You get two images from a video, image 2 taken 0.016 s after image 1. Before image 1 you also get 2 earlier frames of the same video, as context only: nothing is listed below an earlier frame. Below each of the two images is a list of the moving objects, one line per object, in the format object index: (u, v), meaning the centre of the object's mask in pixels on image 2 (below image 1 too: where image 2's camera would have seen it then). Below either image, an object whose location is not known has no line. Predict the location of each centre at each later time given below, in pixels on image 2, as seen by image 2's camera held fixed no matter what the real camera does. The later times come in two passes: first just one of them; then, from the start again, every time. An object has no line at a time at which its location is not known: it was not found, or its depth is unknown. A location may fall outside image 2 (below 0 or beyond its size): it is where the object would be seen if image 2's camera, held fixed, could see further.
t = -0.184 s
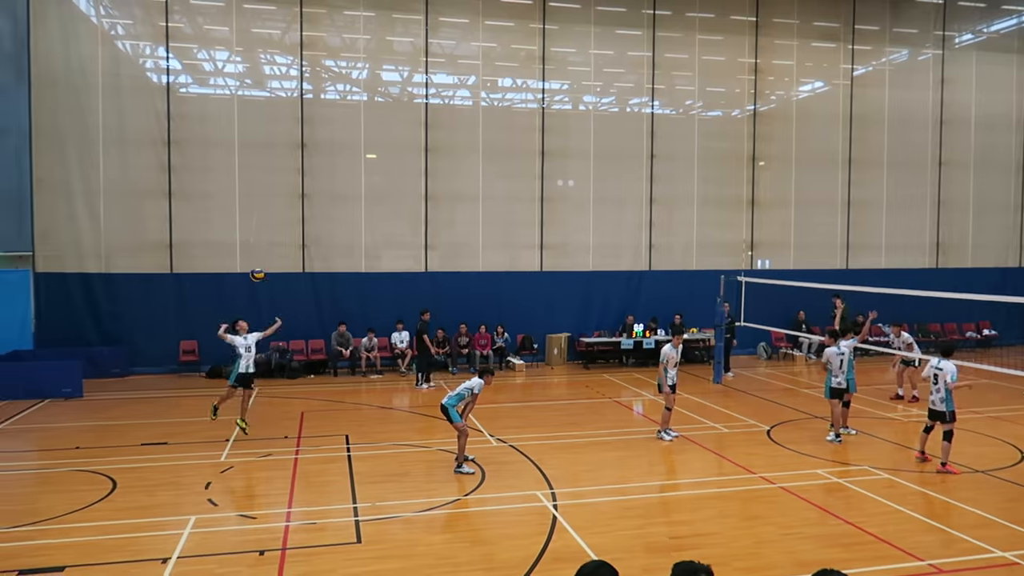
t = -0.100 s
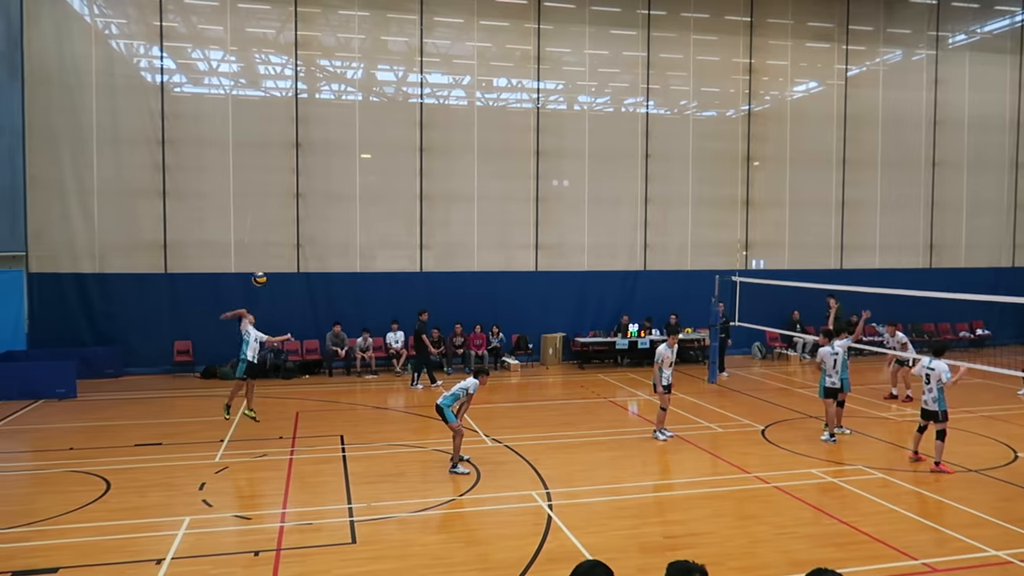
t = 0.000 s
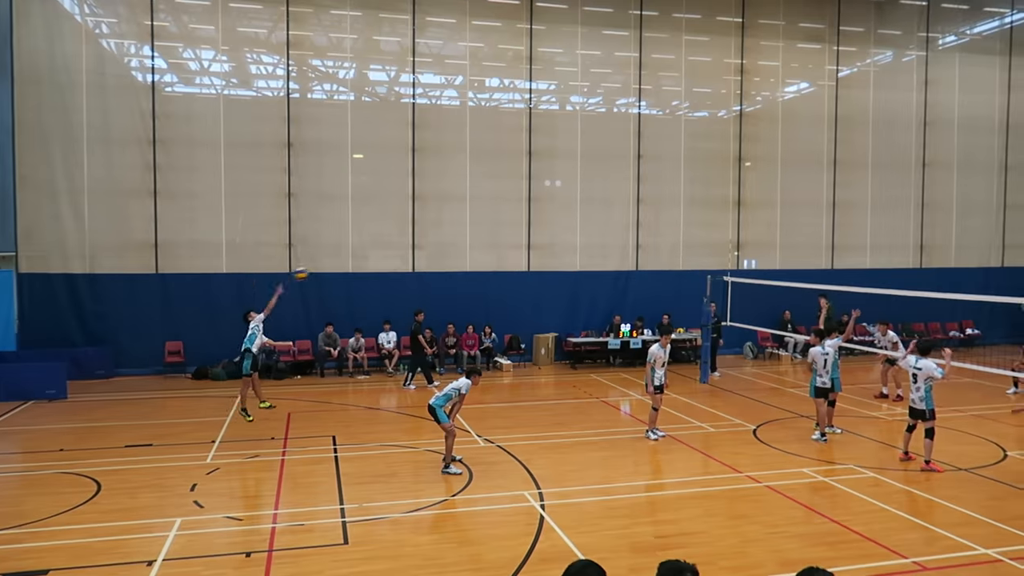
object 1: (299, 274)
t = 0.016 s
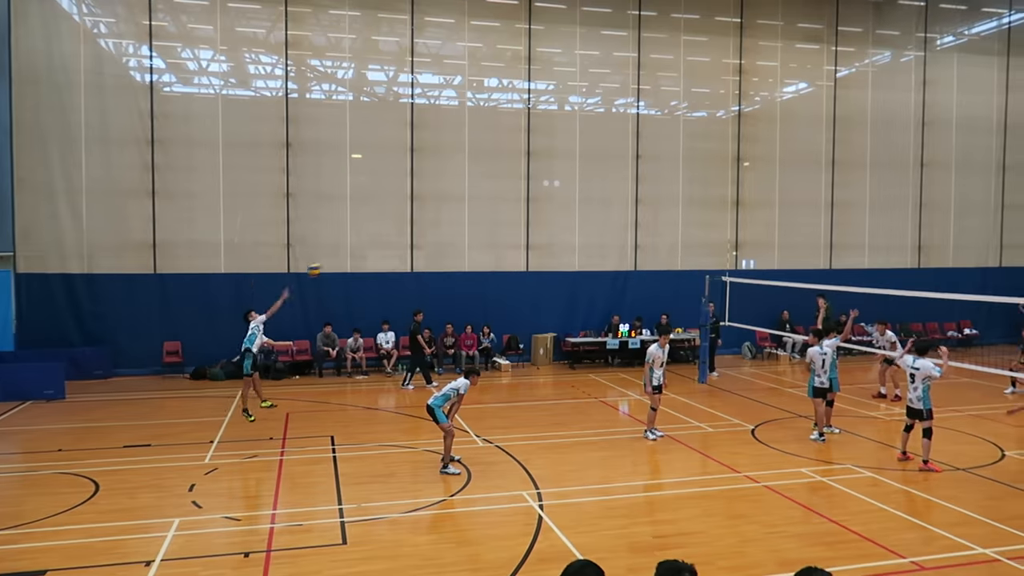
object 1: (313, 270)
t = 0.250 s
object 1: (524, 231)
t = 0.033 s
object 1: (329, 266)
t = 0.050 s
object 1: (346, 263)
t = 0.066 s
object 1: (360, 260)
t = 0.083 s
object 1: (377, 256)
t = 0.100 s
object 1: (392, 253)
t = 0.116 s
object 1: (407, 250)
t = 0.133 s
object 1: (422, 247)
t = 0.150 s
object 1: (437, 244)
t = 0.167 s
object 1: (451, 242)
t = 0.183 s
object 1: (466, 240)
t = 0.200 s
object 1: (480, 237)
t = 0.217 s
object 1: (495, 235)
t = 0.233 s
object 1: (509, 234)
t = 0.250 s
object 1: (524, 231)
